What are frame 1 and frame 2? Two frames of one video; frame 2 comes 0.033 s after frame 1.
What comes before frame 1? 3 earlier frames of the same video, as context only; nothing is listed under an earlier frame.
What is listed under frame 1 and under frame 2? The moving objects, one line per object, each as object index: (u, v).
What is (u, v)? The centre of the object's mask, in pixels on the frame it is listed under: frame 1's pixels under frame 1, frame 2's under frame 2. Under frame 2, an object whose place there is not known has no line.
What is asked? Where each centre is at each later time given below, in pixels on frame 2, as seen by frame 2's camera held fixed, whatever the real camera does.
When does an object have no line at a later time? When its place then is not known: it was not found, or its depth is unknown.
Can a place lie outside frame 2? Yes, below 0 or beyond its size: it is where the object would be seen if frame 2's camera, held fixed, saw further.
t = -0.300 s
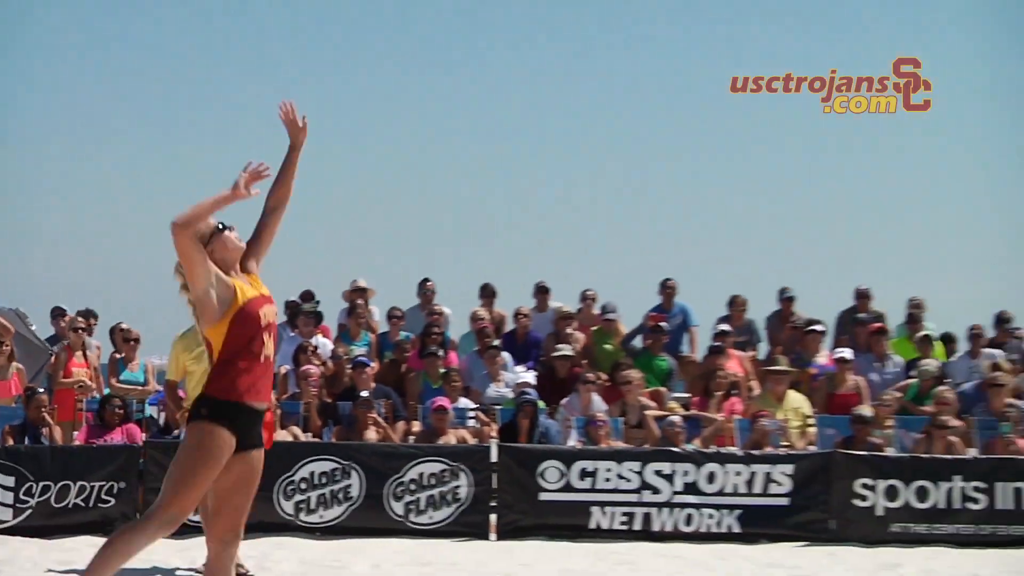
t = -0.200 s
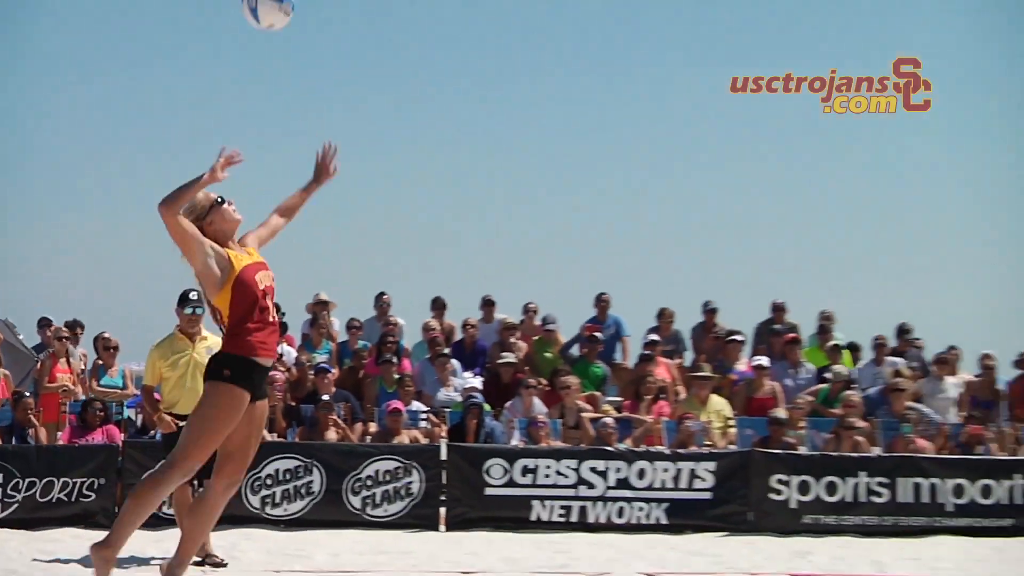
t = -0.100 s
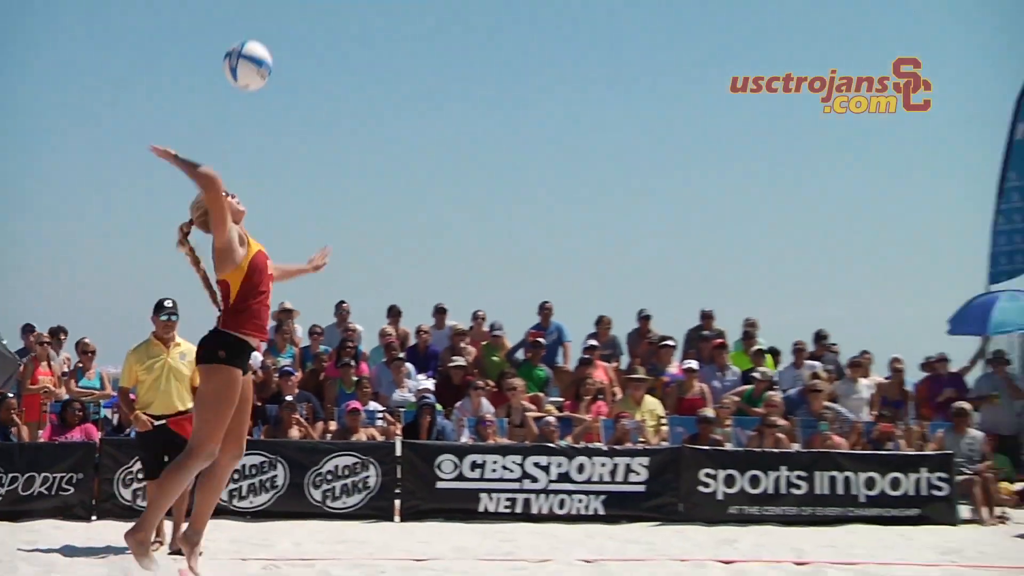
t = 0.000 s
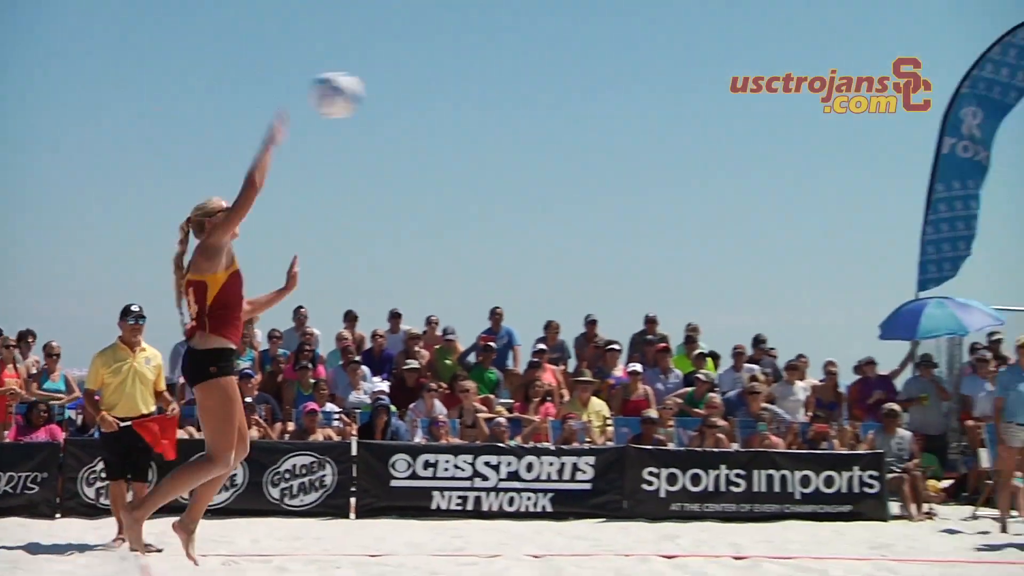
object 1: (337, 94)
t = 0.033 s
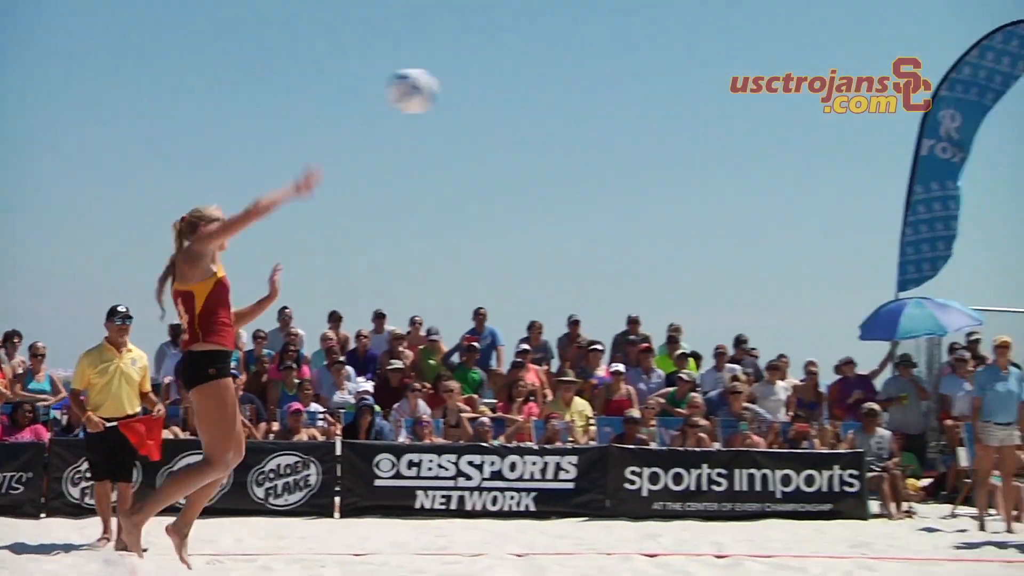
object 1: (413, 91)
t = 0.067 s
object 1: (501, 87)
